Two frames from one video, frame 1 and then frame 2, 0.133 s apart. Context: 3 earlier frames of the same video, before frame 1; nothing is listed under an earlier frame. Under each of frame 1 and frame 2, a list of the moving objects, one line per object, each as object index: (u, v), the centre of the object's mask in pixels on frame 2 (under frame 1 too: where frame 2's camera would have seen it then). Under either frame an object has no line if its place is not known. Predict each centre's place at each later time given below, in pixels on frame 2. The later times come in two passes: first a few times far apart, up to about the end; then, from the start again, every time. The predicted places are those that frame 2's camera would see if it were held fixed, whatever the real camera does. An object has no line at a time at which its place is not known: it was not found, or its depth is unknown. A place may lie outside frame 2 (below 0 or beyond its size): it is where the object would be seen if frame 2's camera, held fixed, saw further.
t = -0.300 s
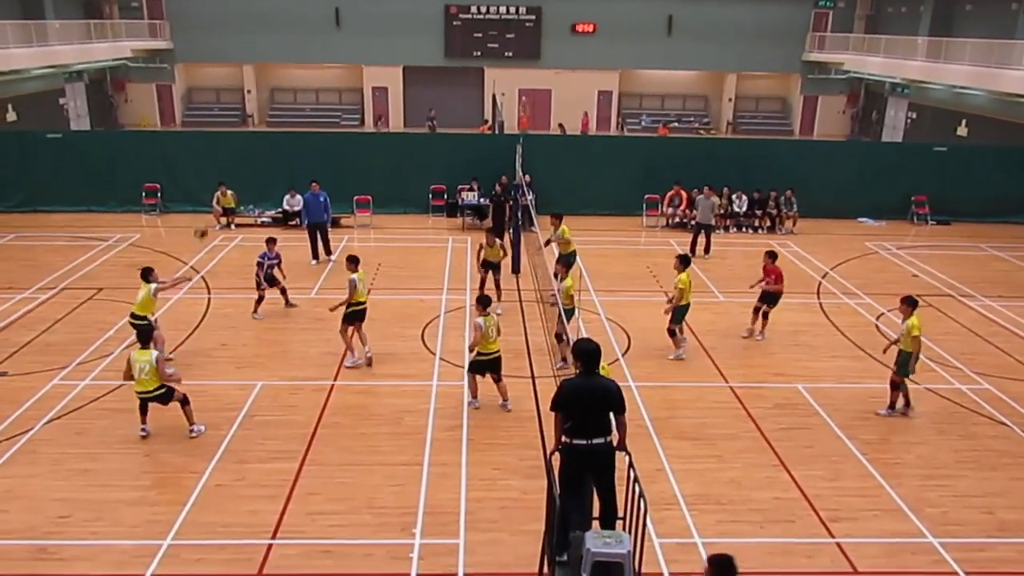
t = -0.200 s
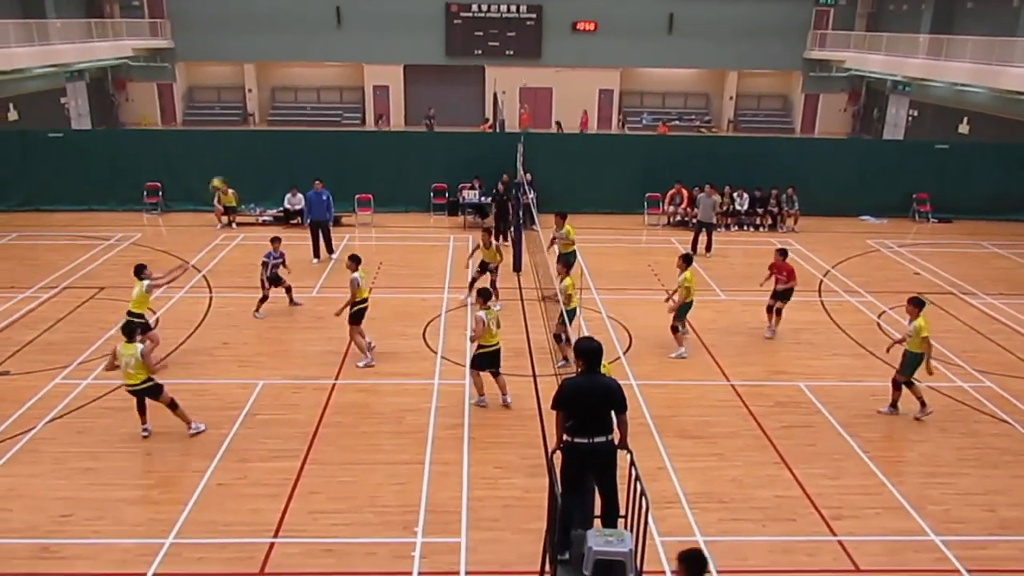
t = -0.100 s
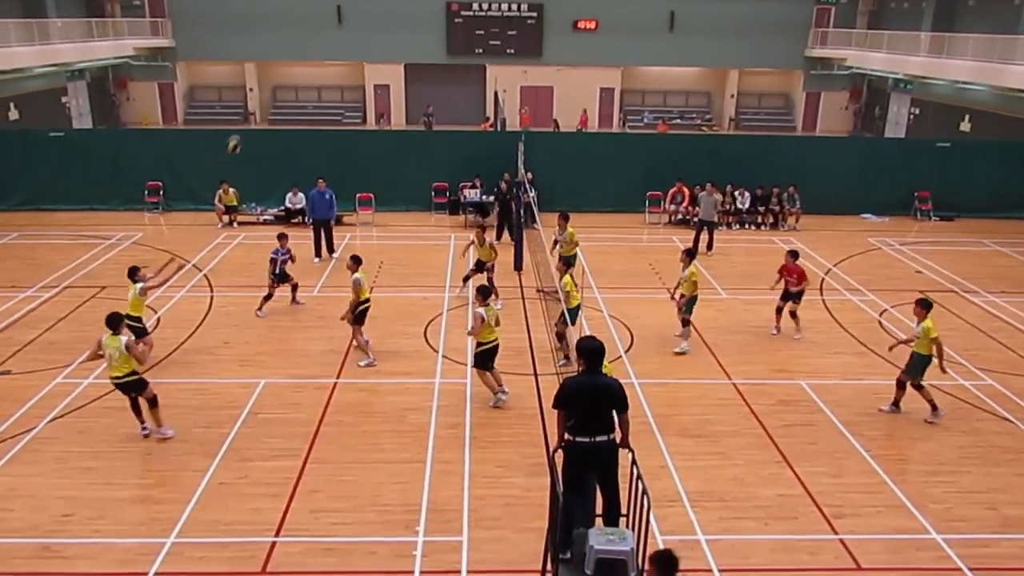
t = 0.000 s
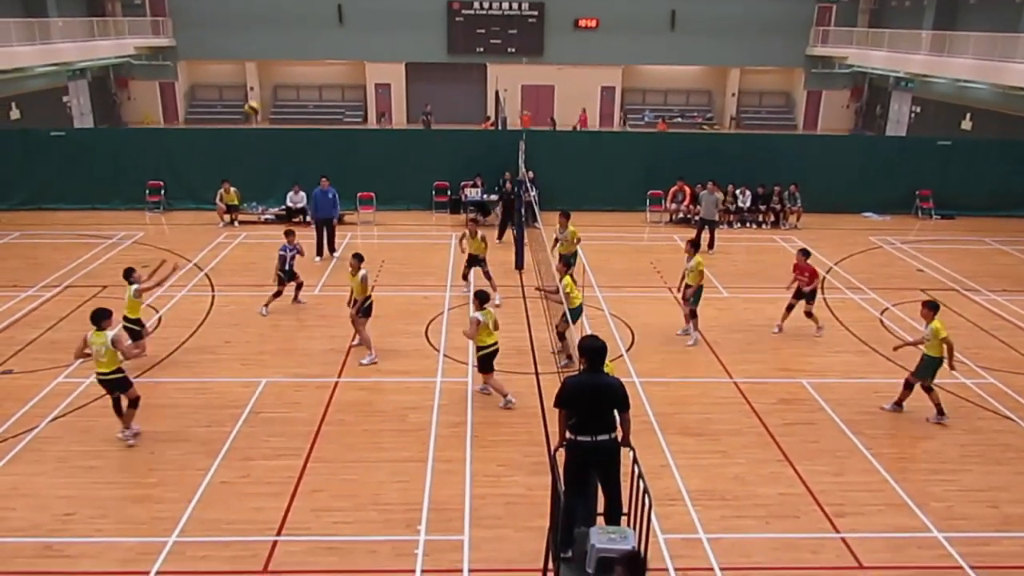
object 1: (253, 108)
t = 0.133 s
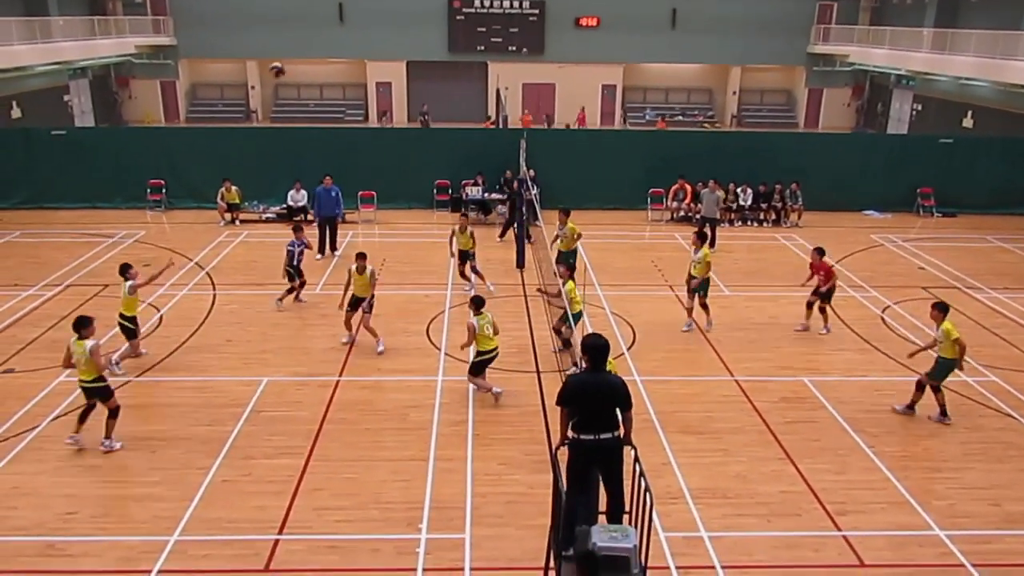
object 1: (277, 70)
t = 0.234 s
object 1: (297, 48)
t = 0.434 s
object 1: (338, 30)
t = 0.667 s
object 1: (389, 46)
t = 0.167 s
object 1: (284, 62)
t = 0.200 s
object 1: (290, 55)
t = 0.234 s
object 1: (297, 48)
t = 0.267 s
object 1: (303, 44)
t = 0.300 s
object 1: (311, 39)
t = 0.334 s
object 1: (317, 36)
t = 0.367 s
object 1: (323, 33)
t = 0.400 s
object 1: (330, 31)
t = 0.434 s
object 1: (338, 30)
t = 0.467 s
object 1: (345, 29)
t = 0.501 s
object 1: (353, 30)
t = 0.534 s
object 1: (360, 33)
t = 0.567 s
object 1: (366, 34)
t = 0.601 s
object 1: (374, 38)
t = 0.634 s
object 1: (381, 42)
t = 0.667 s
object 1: (389, 46)
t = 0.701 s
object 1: (396, 52)
